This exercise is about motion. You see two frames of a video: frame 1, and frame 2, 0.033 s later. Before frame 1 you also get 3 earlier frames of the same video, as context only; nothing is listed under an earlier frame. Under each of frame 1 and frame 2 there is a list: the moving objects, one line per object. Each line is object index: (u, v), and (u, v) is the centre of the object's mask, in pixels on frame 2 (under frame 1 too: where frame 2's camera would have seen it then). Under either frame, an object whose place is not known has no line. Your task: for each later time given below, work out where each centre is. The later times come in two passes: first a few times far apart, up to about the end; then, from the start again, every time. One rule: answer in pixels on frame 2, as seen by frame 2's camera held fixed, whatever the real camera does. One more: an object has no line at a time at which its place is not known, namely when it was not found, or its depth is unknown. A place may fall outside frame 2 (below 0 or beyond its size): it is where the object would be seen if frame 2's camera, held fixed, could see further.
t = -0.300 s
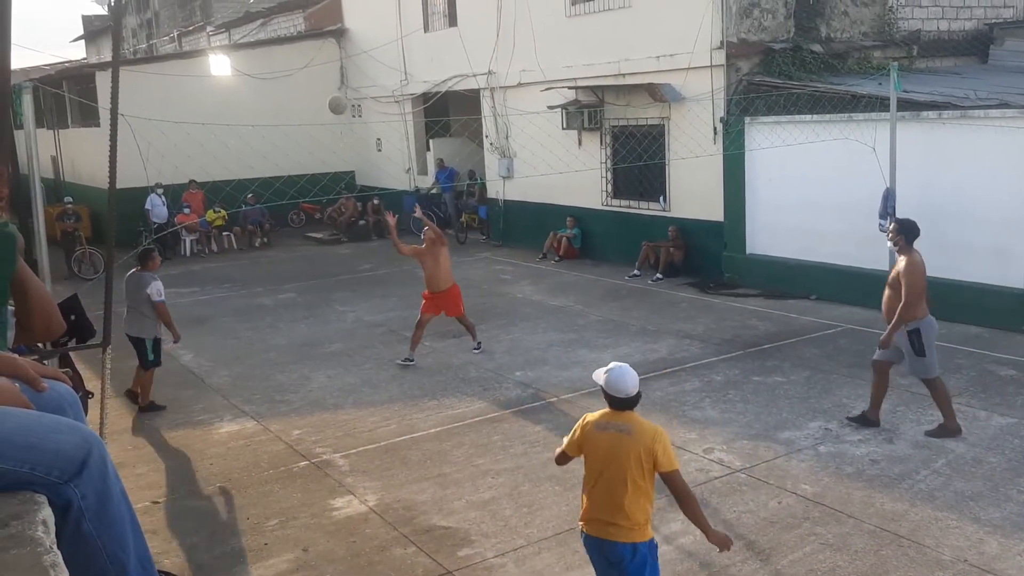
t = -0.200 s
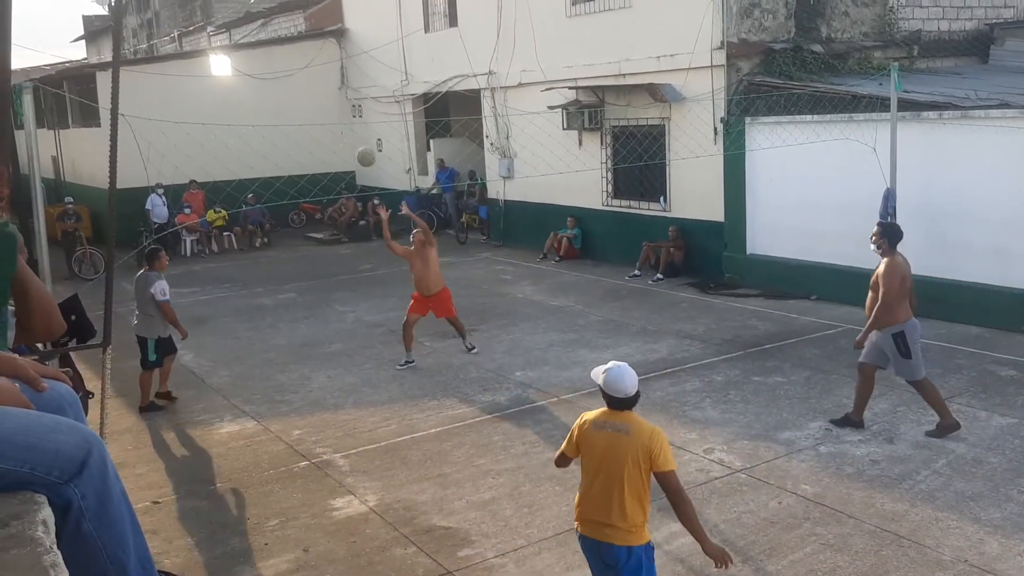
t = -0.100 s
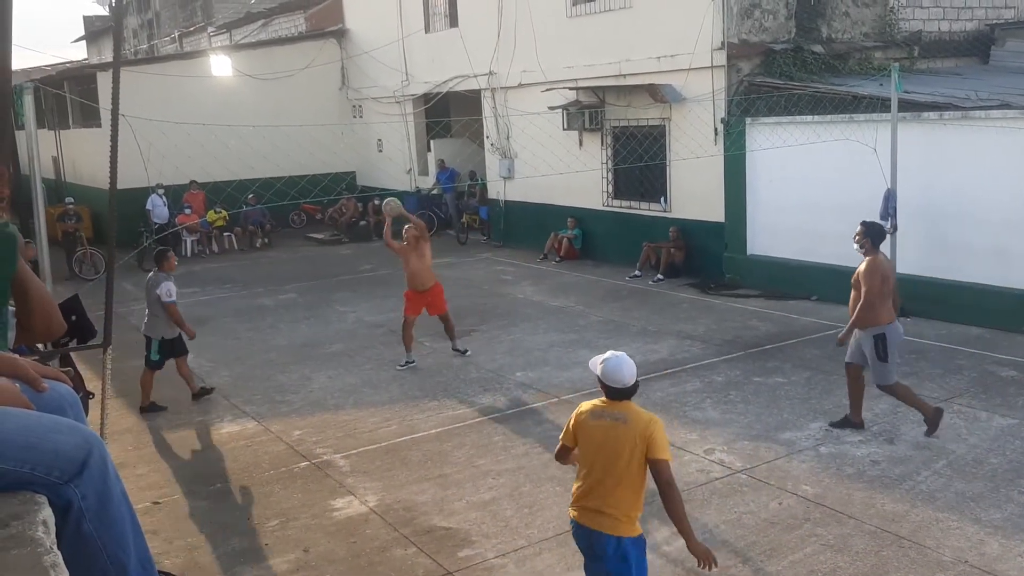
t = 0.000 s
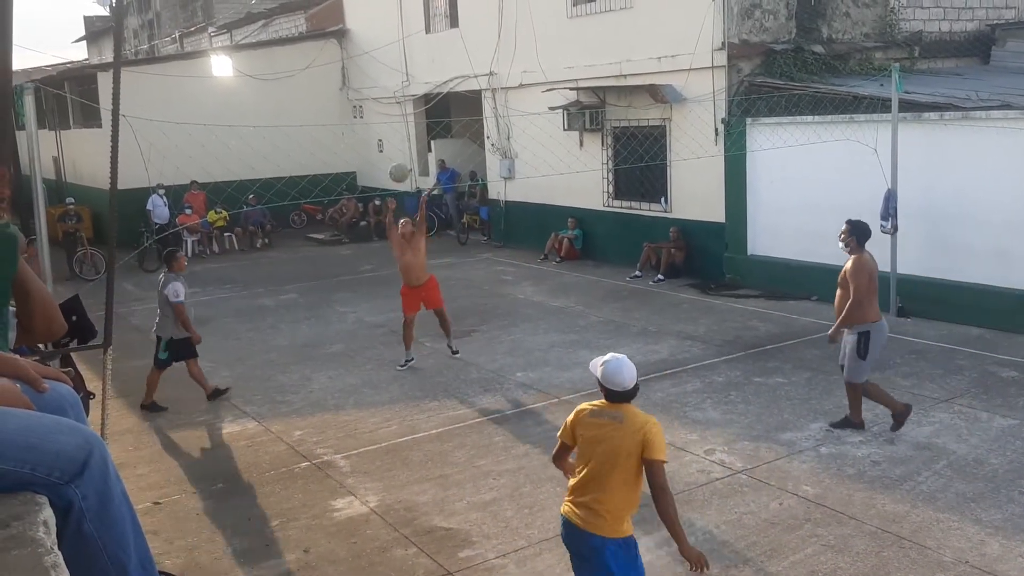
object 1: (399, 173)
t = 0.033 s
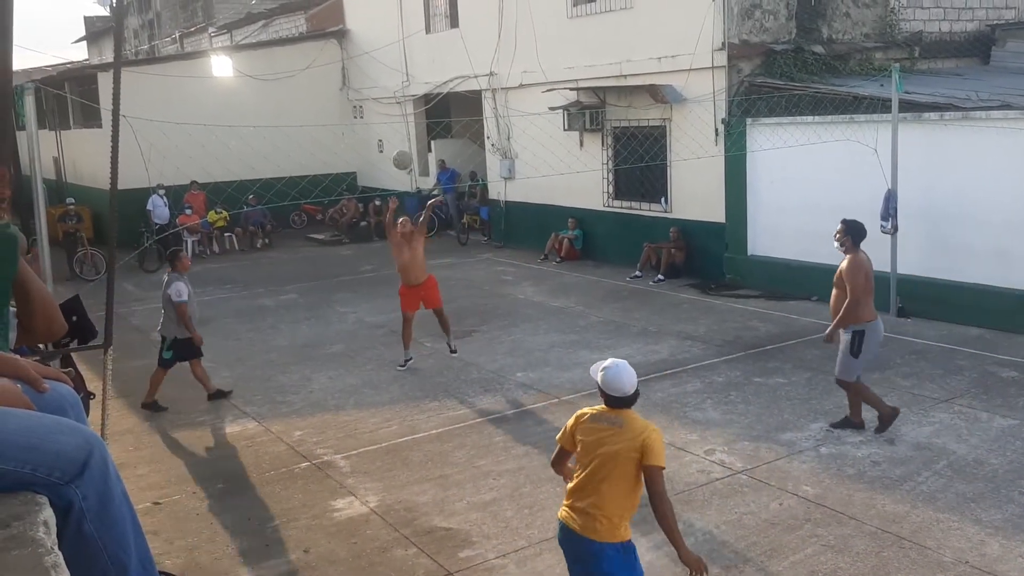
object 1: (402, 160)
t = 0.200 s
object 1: (424, 100)
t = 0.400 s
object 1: (465, 47)
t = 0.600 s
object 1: (525, 31)
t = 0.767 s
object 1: (601, 66)
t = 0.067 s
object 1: (406, 147)
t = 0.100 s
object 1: (409, 135)
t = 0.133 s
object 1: (414, 122)
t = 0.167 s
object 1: (420, 110)
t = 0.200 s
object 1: (424, 100)
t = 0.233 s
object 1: (430, 89)
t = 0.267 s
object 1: (436, 80)
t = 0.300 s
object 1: (443, 71)
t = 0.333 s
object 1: (449, 62)
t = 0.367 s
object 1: (457, 54)
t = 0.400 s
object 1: (465, 47)
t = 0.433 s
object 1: (473, 41)
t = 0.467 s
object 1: (482, 37)
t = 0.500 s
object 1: (491, 33)
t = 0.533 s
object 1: (502, 31)
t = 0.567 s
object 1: (513, 30)
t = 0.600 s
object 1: (525, 31)
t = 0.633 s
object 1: (538, 33)
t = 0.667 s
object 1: (551, 38)
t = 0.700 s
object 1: (567, 45)
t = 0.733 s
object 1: (583, 54)
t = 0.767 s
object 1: (601, 66)
